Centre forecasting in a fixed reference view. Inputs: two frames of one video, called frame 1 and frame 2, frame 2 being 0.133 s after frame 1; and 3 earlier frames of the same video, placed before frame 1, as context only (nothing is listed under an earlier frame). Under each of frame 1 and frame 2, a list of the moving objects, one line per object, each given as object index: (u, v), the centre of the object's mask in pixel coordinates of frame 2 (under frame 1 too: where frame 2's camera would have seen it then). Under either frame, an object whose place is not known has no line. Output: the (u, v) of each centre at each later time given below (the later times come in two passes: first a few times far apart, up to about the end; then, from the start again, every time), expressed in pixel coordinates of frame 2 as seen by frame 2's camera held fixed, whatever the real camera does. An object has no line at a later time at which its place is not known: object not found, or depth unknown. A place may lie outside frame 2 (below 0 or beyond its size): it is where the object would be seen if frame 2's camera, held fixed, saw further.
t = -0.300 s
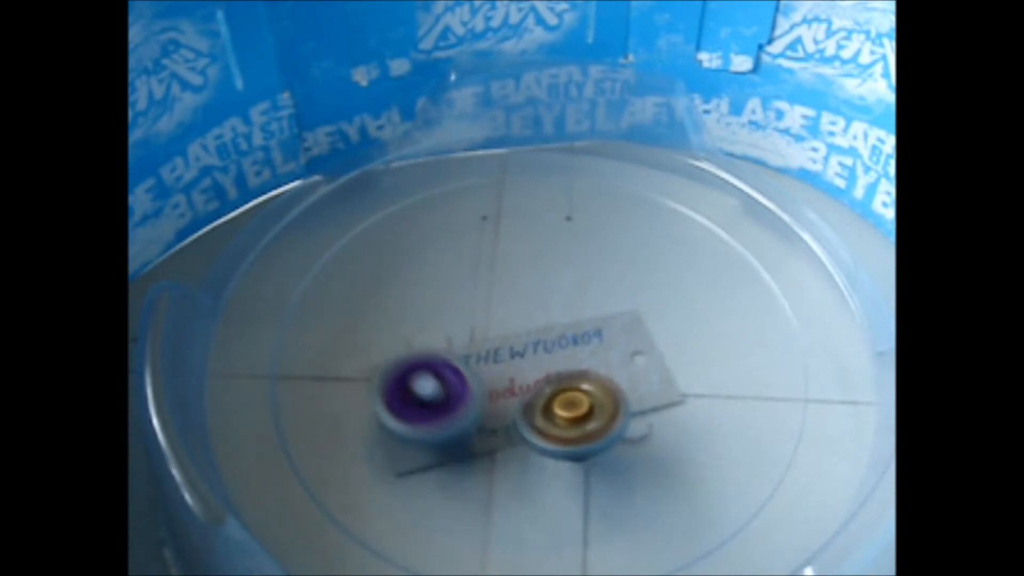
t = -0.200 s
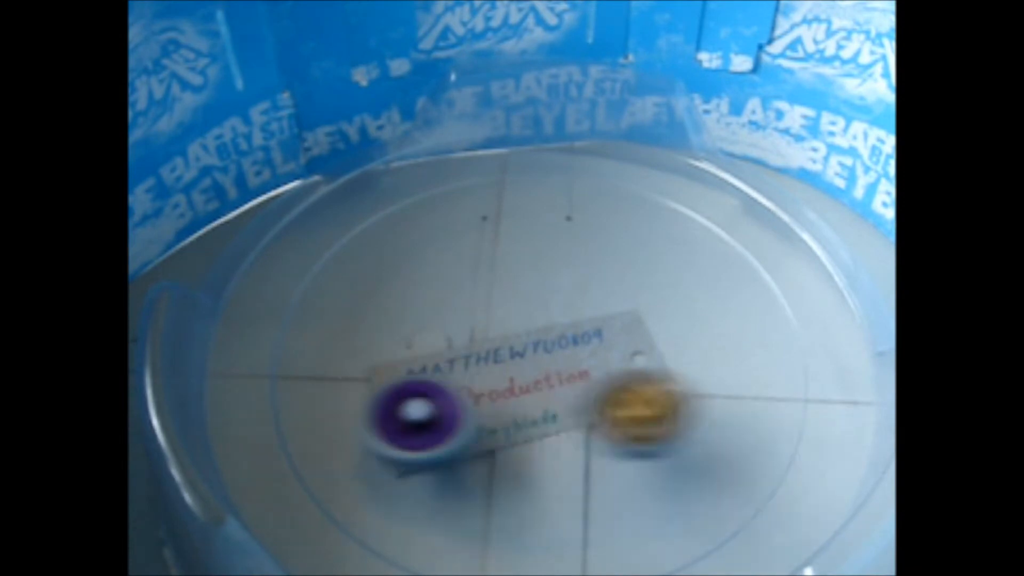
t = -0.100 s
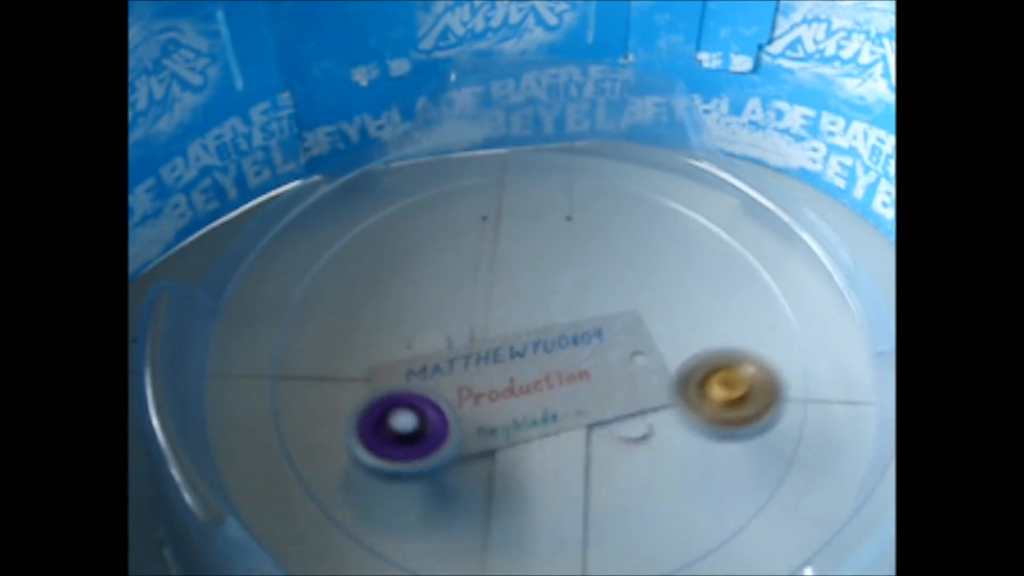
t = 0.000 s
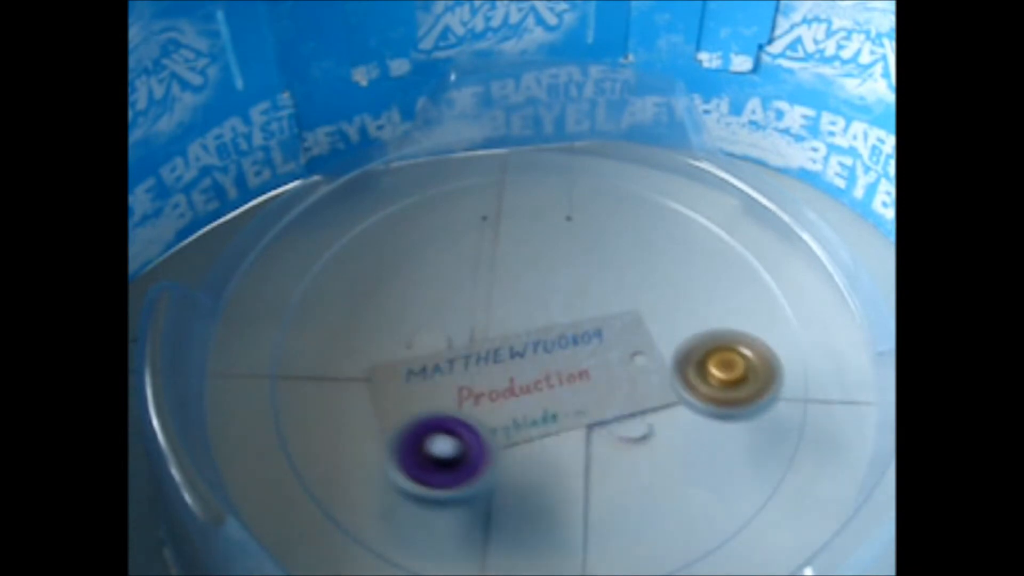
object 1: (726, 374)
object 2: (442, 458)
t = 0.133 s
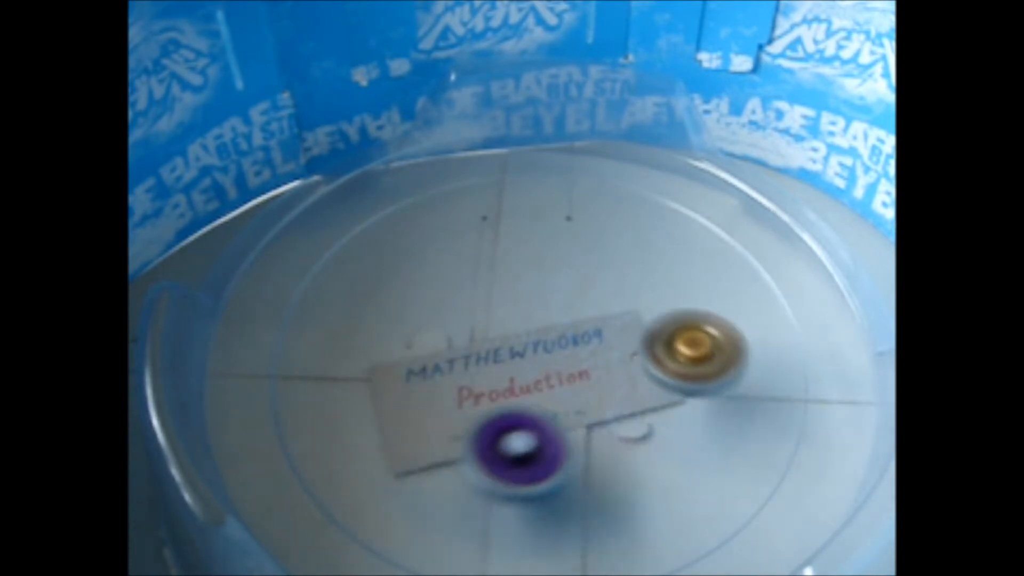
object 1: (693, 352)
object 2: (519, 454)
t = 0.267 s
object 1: (656, 335)
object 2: (569, 404)
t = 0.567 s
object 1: (610, 291)
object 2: (505, 293)
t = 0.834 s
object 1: (552, 271)
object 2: (416, 290)
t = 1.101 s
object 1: (501, 266)
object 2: (465, 357)
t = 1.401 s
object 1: (462, 278)
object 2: (592, 326)
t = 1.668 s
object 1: (448, 304)
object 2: (588, 266)
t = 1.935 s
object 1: (460, 336)
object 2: (539, 300)
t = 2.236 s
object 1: (474, 386)
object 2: (590, 388)
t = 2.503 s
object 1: (512, 405)
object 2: (651, 375)
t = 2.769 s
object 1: (522, 412)
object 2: (593, 346)
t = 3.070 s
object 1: (486, 451)
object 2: (501, 353)
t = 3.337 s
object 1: (497, 456)
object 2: (464, 375)
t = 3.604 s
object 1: (512, 438)
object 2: (481, 360)
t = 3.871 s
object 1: (522, 403)
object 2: (508, 323)
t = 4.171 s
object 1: (531, 374)
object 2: (518, 295)
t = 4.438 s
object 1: (542, 380)
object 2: (542, 302)
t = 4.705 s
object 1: (537, 405)
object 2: (599, 337)
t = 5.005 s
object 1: (550, 408)
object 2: (648, 361)
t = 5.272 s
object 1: (497, 400)
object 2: (644, 356)
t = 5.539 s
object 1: (465, 393)
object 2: (577, 368)
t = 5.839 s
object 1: (358, 370)
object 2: (592, 355)
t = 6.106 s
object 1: (395, 357)
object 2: (539, 355)
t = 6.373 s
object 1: (415, 331)
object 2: (529, 369)
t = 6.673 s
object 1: (458, 306)
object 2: (568, 379)
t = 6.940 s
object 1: (498, 299)
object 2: (618, 360)
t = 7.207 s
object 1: (474, 276)
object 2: (641, 354)
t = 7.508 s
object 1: (497, 324)
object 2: (601, 355)
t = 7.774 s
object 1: (465, 330)
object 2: (529, 388)
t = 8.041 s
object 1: (447, 353)
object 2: (491, 427)
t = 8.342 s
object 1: (456, 325)
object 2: (489, 410)
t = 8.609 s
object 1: (488, 256)
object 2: (480, 354)
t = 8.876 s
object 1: (507, 220)
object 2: (480, 305)
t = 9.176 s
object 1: (551, 232)
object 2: (509, 311)
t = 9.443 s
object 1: (599, 263)
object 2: (558, 353)
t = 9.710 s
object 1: (672, 283)
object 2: (546, 454)
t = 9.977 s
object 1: (662, 335)
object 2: (511, 510)
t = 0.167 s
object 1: (683, 346)
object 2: (535, 445)
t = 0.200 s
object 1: (674, 343)
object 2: (555, 432)
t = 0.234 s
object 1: (666, 339)
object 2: (561, 419)
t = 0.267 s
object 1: (656, 335)
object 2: (569, 404)
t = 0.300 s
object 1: (648, 331)
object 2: (575, 389)
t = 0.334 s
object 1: (644, 325)
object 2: (573, 374)
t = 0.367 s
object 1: (647, 318)
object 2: (565, 360)
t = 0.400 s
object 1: (646, 312)
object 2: (557, 347)
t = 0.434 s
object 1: (641, 307)
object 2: (549, 333)
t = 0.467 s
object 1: (633, 304)
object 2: (538, 321)
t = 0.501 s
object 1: (625, 298)
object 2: (529, 310)
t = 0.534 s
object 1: (618, 294)
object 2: (517, 300)
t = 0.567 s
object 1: (610, 291)
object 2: (505, 293)
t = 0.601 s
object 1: (603, 288)
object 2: (491, 287)
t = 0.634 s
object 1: (596, 285)
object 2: (477, 282)
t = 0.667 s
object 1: (588, 282)
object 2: (464, 279)
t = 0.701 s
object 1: (580, 279)
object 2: (453, 277)
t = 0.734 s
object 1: (573, 277)
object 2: (442, 278)
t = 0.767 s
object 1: (566, 275)
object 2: (432, 280)
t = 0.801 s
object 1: (558, 273)
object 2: (422, 284)
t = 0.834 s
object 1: (552, 271)
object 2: (416, 290)
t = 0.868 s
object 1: (545, 270)
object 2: (411, 298)
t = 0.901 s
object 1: (538, 268)
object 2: (410, 308)
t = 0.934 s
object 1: (532, 268)
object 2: (411, 317)
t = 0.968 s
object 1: (525, 267)
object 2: (417, 326)
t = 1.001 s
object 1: (519, 266)
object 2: (425, 336)
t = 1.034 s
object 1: (513, 266)
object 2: (437, 344)
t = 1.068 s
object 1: (507, 266)
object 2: (451, 352)
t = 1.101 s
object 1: (501, 266)
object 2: (465, 357)
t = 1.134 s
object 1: (496, 267)
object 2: (481, 361)
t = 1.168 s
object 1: (491, 267)
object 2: (498, 362)
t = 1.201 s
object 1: (486, 268)
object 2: (515, 361)
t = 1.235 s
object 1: (482, 269)
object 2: (531, 360)
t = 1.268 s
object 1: (477, 270)
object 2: (548, 356)
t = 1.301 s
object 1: (473, 272)
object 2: (559, 351)
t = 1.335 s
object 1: (469, 274)
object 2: (573, 343)
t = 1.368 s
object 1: (466, 275)
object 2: (585, 335)
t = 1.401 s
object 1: (462, 278)
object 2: (592, 326)
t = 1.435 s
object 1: (459, 280)
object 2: (599, 316)
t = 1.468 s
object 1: (456, 283)
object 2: (604, 307)
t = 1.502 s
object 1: (454, 286)
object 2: (605, 297)
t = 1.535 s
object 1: (452, 289)
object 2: (605, 288)
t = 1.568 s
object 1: (450, 293)
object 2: (603, 281)
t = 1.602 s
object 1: (449, 296)
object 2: (600, 275)
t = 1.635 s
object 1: (448, 300)
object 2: (594, 269)
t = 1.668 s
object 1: (448, 304)
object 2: (588, 266)
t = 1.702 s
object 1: (449, 308)
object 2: (581, 264)
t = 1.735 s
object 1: (450, 312)
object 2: (572, 263)
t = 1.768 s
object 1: (451, 316)
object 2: (564, 265)
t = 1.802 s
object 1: (453, 320)
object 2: (557, 269)
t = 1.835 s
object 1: (454, 324)
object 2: (548, 275)
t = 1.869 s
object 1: (458, 329)
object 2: (542, 283)
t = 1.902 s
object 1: (460, 332)
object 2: (540, 291)
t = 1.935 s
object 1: (460, 336)
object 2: (539, 300)
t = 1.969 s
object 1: (454, 346)
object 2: (539, 311)
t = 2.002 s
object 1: (452, 355)
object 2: (540, 321)
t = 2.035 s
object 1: (453, 361)
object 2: (544, 333)
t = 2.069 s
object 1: (455, 366)
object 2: (549, 344)
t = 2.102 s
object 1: (458, 370)
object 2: (555, 354)
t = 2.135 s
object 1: (462, 375)
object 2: (561, 365)
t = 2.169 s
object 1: (465, 379)
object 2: (569, 374)
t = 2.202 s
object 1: (470, 382)
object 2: (580, 382)
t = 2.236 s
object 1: (474, 386)
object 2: (590, 388)
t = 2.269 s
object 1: (478, 389)
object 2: (599, 392)
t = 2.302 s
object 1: (483, 393)
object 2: (609, 395)
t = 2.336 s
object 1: (487, 395)
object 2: (621, 394)
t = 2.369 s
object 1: (492, 398)
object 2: (631, 393)
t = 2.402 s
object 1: (497, 401)
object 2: (639, 390)
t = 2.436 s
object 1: (502, 403)
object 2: (645, 385)
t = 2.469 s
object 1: (507, 404)
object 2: (649, 381)
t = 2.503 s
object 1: (512, 405)
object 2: (651, 375)
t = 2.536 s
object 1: (518, 405)
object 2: (649, 369)
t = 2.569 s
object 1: (522, 406)
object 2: (644, 365)
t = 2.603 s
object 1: (527, 407)
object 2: (639, 361)
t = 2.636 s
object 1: (532, 406)
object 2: (630, 357)
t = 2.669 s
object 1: (537, 406)
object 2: (620, 354)
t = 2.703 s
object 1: (535, 407)
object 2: (610, 350)
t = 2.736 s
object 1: (529, 409)
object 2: (601, 348)
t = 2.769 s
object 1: (522, 412)
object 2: (593, 346)
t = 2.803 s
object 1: (508, 419)
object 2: (581, 344)
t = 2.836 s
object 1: (498, 424)
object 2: (570, 346)
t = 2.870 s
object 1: (495, 425)
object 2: (555, 348)
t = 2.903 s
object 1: (494, 426)
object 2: (546, 351)
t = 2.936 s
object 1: (495, 430)
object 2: (534, 353)
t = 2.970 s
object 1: (489, 440)
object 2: (528, 350)
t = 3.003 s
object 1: (485, 448)
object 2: (520, 350)
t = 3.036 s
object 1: (485, 450)
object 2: (511, 352)
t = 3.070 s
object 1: (486, 451)
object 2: (501, 353)
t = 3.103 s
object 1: (488, 452)
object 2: (494, 356)
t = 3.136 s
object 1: (489, 452)
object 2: (486, 359)
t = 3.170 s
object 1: (490, 452)
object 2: (480, 363)
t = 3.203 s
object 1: (492, 452)
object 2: (476, 367)
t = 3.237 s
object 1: (493, 452)
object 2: (471, 371)
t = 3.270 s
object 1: (494, 455)
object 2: (468, 371)
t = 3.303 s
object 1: (495, 455)
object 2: (465, 374)
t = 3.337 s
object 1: (497, 456)
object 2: (464, 375)
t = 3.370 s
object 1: (499, 458)
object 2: (464, 375)
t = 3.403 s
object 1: (501, 457)
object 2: (464, 374)
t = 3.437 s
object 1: (503, 456)
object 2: (466, 373)
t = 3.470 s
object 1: (505, 453)
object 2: (468, 371)
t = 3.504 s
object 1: (507, 450)
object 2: (470, 369)
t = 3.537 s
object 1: (509, 447)
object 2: (473, 367)
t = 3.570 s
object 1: (511, 443)
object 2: (477, 364)
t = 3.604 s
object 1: (512, 438)
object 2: (481, 360)
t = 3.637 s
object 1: (514, 434)
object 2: (486, 356)
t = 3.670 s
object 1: (515, 431)
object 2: (489, 352)
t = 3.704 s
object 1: (517, 426)
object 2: (493, 347)
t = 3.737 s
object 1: (518, 421)
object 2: (498, 342)
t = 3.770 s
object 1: (519, 416)
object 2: (500, 338)
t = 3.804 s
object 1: (520, 412)
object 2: (502, 333)
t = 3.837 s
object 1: (521, 407)
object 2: (505, 328)
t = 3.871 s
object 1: (522, 403)
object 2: (508, 323)
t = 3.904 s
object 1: (523, 398)
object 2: (510, 319)
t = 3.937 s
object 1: (525, 394)
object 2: (512, 314)
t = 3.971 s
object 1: (526, 392)
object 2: (513, 311)
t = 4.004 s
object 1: (526, 389)
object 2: (514, 307)
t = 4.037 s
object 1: (528, 385)
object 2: (515, 304)
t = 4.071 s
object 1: (529, 381)
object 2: (516, 302)
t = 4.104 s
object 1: (530, 378)
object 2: (516, 299)
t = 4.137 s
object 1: (531, 375)
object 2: (517, 297)
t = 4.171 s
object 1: (531, 374)
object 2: (518, 295)
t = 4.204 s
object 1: (532, 373)
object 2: (519, 294)
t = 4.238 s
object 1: (533, 374)
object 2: (520, 294)
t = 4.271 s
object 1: (534, 374)
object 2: (522, 294)
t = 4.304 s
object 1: (535, 374)
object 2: (525, 295)
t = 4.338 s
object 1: (537, 380)
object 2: (529, 296)
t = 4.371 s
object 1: (538, 382)
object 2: (533, 298)
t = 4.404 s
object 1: (540, 382)
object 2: (537, 300)
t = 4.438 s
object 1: (542, 380)
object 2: (542, 302)
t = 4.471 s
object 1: (545, 381)
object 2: (546, 304)
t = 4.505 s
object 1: (546, 383)
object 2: (552, 306)
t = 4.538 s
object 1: (547, 384)
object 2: (558, 309)
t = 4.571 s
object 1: (543, 392)
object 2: (565, 315)
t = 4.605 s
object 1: (539, 399)
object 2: (573, 320)
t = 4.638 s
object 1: (536, 403)
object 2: (581, 326)
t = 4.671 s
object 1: (536, 404)
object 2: (590, 332)
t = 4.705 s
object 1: (537, 405)
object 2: (599, 337)
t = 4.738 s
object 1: (539, 406)
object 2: (607, 341)
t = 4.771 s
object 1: (542, 407)
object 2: (614, 345)
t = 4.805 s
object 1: (543, 408)
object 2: (621, 348)
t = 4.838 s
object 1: (544, 409)
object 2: (628, 351)
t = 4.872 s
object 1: (547, 410)
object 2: (633, 353)
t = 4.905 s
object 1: (548, 410)
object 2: (638, 356)
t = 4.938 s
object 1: (549, 410)
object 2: (642, 358)
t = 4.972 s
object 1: (550, 409)
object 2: (646, 360)
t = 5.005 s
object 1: (550, 408)
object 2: (648, 361)
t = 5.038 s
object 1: (550, 407)
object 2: (649, 362)
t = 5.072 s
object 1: (550, 406)
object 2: (649, 363)
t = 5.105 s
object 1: (550, 404)
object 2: (648, 363)
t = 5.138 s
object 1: (548, 403)
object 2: (647, 364)
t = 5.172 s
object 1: (531, 403)
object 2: (652, 361)
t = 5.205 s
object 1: (513, 403)
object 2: (653, 358)
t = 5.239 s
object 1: (503, 402)
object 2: (650, 356)
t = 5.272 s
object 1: (497, 400)
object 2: (644, 356)
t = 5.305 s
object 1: (494, 399)
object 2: (638, 355)
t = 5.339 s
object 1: (492, 399)
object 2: (629, 356)
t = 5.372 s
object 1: (490, 398)
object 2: (620, 357)
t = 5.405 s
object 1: (488, 398)
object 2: (611, 358)
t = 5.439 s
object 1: (486, 397)
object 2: (599, 360)
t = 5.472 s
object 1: (484, 395)
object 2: (589, 364)
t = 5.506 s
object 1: (477, 394)
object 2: (582, 366)
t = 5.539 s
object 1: (465, 393)
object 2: (577, 368)
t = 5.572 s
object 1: (461, 391)
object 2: (569, 370)
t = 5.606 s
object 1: (458, 390)
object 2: (565, 374)
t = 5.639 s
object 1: (429, 388)
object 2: (582, 374)
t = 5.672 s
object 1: (396, 382)
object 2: (595, 372)
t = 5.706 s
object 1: (374, 377)
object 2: (599, 369)
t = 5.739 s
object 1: (362, 373)
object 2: (600, 366)
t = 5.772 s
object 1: (358, 371)
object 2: (598, 361)
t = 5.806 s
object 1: (357, 371)
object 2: (596, 358)
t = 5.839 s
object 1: (358, 370)
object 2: (592, 355)
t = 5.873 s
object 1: (359, 369)
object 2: (586, 353)
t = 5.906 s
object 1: (363, 368)
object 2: (580, 352)
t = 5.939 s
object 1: (367, 366)
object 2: (574, 352)
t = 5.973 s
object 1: (372, 365)
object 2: (567, 352)
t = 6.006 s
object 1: (378, 363)
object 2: (559, 352)
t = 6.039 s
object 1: (383, 361)
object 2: (553, 353)
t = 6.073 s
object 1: (389, 359)
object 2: (546, 353)
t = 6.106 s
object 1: (395, 357)
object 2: (539, 355)
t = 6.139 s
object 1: (402, 354)
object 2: (532, 357)
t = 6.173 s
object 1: (407, 352)
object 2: (526, 359)
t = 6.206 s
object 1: (413, 349)
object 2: (522, 360)
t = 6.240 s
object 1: (405, 343)
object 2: (527, 364)
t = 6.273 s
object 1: (403, 338)
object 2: (530, 365)
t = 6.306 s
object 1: (406, 335)
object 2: (530, 367)
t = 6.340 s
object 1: (410, 333)
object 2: (529, 368)
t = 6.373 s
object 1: (415, 331)
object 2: (529, 369)
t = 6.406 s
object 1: (421, 329)
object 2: (528, 371)
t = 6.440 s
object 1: (427, 328)
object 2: (526, 373)
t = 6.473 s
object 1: (432, 325)
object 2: (529, 376)
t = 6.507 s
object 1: (437, 322)
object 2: (534, 377)
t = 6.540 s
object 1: (443, 320)
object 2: (538, 376)
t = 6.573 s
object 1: (449, 319)
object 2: (543, 375)
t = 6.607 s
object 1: (456, 318)
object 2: (547, 374)
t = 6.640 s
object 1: (462, 317)
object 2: (552, 374)
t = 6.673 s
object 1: (458, 306)
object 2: (568, 379)
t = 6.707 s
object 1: (458, 299)
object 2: (579, 381)
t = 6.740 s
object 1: (463, 296)
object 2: (590, 381)
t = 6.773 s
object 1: (469, 296)
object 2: (599, 379)
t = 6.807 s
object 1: (474, 296)
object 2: (606, 376)
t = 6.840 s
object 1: (480, 296)
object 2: (610, 372)
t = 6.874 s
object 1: (486, 297)
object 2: (614, 369)
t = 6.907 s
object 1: (492, 298)
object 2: (616, 363)
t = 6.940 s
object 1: (498, 299)
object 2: (618, 360)
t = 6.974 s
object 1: (504, 301)
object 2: (618, 357)
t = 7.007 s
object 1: (511, 303)
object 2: (616, 352)
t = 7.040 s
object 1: (517, 305)
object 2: (614, 349)
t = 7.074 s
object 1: (503, 294)
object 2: (625, 353)
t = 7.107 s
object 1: (489, 285)
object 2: (636, 356)
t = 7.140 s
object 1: (479, 278)
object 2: (639, 356)
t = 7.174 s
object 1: (474, 275)
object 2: (641, 355)
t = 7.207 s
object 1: (474, 276)
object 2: (641, 354)
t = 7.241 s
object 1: (476, 281)
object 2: (642, 354)
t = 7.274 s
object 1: (479, 286)
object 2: (641, 353)
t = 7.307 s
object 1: (482, 291)
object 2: (638, 353)
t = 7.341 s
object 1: (484, 296)
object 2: (635, 353)
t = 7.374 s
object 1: (487, 301)
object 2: (630, 354)
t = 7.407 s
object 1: (490, 307)
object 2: (623, 354)
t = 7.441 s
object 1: (492, 312)
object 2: (616, 355)
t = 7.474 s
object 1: (495, 318)
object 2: (608, 355)
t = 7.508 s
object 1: (497, 324)
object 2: (601, 355)
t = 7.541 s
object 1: (499, 330)
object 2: (591, 358)
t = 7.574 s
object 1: (496, 329)
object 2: (582, 360)
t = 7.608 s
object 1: (485, 329)
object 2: (576, 363)
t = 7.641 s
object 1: (479, 326)
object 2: (568, 367)
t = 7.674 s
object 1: (475, 327)
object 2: (557, 372)
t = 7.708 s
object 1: (473, 328)
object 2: (546, 376)
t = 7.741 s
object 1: (468, 328)
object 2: (536, 382)
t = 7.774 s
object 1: (465, 330)
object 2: (529, 388)
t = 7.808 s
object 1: (462, 332)
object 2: (521, 395)
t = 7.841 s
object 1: (460, 334)
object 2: (515, 400)
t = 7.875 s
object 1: (457, 338)
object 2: (509, 405)
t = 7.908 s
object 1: (454, 342)
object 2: (504, 410)
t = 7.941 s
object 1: (452, 345)
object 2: (499, 415)
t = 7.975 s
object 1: (451, 348)
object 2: (496, 420)
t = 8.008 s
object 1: (449, 351)
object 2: (493, 424)
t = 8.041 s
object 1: (447, 353)
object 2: (491, 427)
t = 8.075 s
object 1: (445, 354)
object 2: (489, 429)
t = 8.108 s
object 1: (444, 355)
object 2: (489, 430)
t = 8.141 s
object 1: (443, 356)
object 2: (489, 432)
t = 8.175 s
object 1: (442, 353)
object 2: (489, 432)
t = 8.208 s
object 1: (443, 351)
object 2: (489, 430)
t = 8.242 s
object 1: (446, 345)
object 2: (490, 427)
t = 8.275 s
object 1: (450, 337)
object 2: (489, 422)
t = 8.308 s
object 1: (453, 329)
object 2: (489, 417)
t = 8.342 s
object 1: (456, 325)
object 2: (489, 410)
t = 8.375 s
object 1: (458, 318)
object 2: (489, 405)
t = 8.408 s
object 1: (462, 303)
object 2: (490, 399)
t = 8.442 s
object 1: (468, 295)
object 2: (489, 394)
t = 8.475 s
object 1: (473, 288)
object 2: (486, 384)
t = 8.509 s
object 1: (476, 284)
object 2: (485, 375)
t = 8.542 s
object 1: (479, 276)
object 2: (483, 367)
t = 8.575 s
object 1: (484, 266)
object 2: (481, 362)
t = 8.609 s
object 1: (488, 256)
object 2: (480, 354)
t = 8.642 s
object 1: (491, 247)
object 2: (479, 347)
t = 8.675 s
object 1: (492, 241)
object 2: (478, 339)
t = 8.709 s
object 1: (493, 237)
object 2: (478, 331)
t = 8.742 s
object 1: (495, 233)
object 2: (477, 323)
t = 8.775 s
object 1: (496, 231)
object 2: (478, 317)
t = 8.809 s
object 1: (499, 226)
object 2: (478, 311)
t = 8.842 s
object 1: (503, 224)
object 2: (479, 307)
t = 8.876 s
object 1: (507, 220)
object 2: (480, 305)
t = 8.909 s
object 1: (513, 218)
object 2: (480, 303)
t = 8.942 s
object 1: (517, 217)
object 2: (482, 302)
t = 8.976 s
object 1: (521, 216)
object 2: (484, 302)
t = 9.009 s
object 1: (526, 218)
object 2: (487, 302)
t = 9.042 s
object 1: (530, 219)
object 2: (491, 303)
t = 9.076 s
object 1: (535, 222)
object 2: (494, 305)
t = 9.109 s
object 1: (540, 226)
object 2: (499, 305)
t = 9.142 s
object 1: (545, 229)
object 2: (504, 308)
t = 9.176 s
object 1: (551, 232)
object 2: (509, 311)
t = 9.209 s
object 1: (557, 235)
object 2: (513, 317)
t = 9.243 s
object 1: (563, 238)
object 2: (520, 322)
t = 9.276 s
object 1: (569, 241)
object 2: (527, 326)
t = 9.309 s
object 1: (575, 246)
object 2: (535, 330)
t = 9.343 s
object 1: (581, 250)
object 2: (543, 335)
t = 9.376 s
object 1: (586, 256)
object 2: (550, 339)
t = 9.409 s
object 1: (592, 261)
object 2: (556, 344)
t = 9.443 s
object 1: (599, 263)
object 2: (558, 353)
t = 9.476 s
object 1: (606, 268)
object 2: (562, 360)
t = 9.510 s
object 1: (609, 274)
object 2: (568, 365)
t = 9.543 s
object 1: (611, 281)
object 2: (573, 372)
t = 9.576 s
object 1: (614, 288)
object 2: (579, 378)
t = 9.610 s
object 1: (616, 297)
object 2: (582, 384)
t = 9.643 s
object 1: (633, 290)
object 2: (563, 409)
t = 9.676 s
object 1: (654, 286)
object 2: (549, 437)
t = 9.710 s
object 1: (672, 283)
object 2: (546, 454)
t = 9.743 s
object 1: (685, 286)
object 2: (543, 466)
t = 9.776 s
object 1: (692, 294)
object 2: (540, 476)
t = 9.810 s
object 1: (692, 303)
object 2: (536, 485)
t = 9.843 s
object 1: (688, 310)
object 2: (532, 492)
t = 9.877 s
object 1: (682, 316)
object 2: (528, 499)
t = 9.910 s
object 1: (677, 322)
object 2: (523, 504)
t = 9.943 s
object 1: (670, 328)
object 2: (517, 508)
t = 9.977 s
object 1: (662, 335)
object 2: (511, 510)
